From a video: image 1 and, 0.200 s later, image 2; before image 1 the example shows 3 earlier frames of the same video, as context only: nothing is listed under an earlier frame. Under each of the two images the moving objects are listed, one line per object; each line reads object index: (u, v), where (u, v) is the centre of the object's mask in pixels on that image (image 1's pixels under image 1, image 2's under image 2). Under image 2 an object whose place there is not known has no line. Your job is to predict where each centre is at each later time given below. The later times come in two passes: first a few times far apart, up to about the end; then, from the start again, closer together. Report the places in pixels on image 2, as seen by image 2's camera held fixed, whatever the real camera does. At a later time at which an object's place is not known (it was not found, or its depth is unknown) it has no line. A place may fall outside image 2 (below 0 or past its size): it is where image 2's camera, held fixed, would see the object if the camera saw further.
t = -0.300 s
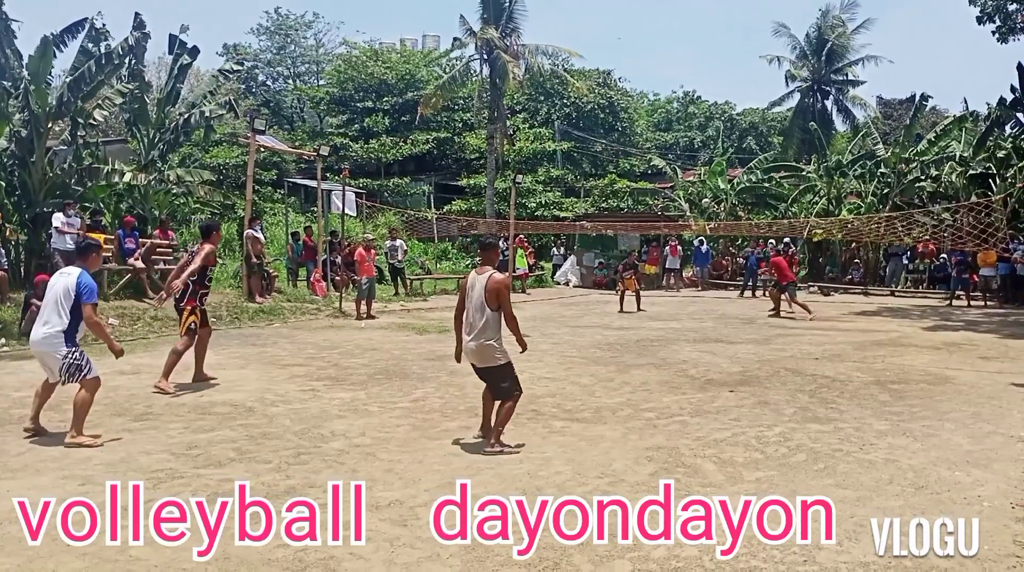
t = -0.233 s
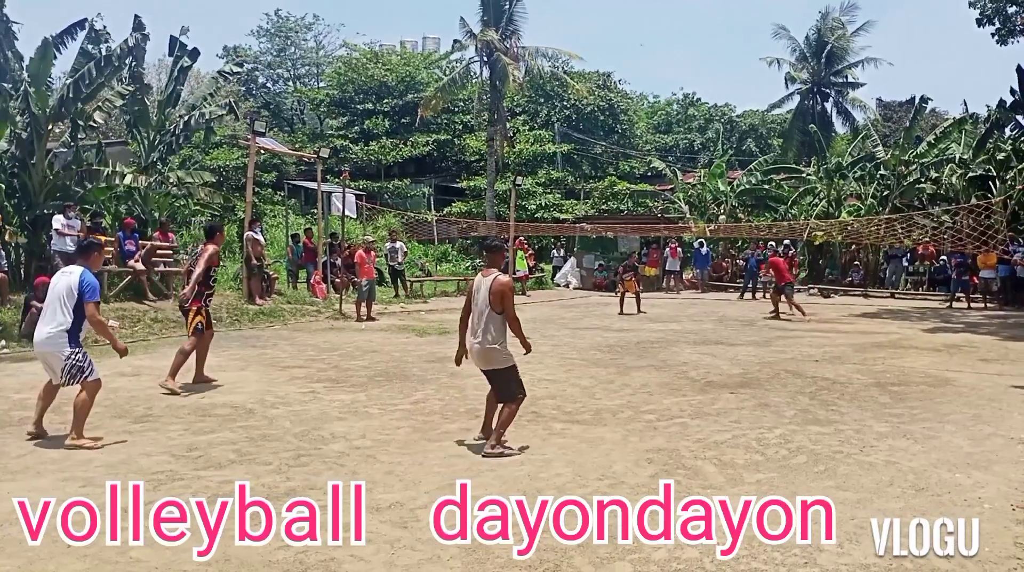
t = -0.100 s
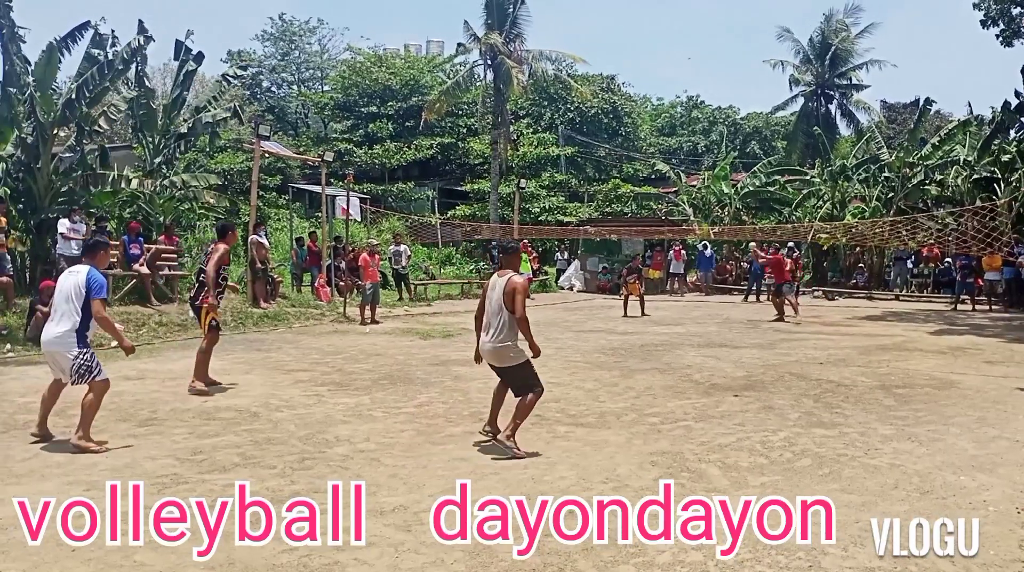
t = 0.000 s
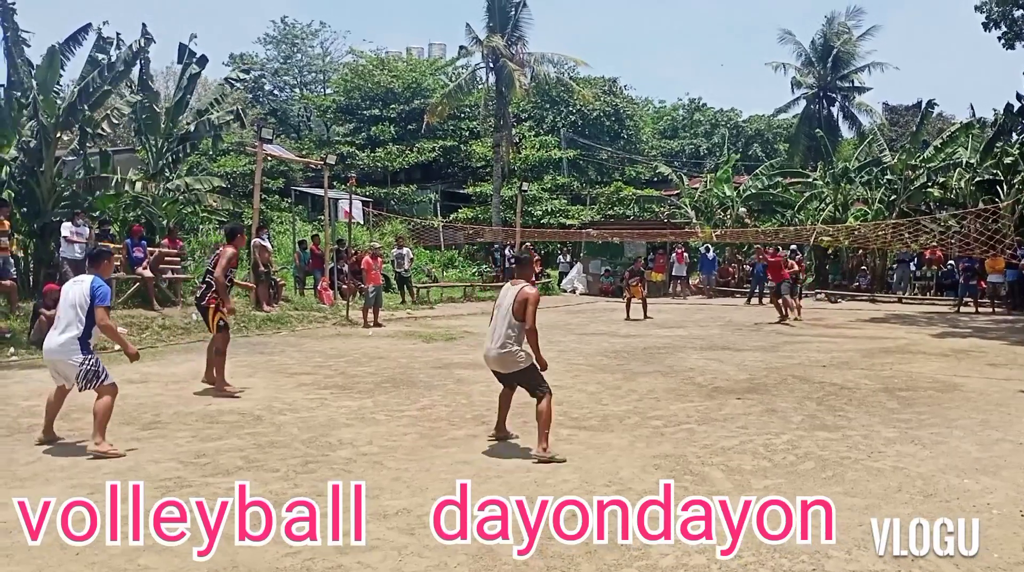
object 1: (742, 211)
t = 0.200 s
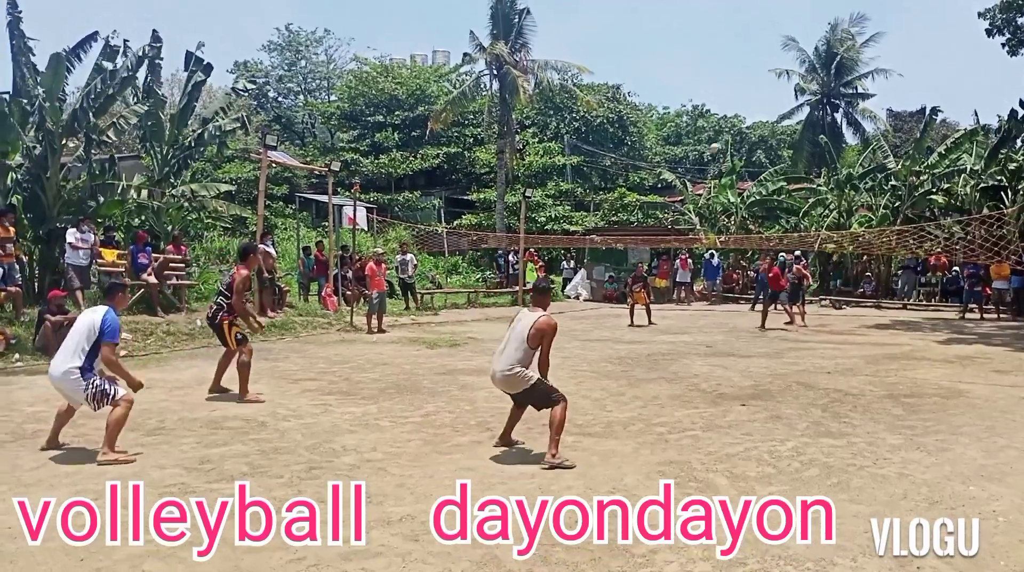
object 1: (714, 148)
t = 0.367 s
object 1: (680, 98)
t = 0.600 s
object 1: (623, 40)
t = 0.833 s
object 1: (549, 16)
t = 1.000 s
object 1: (480, 27)
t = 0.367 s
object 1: (680, 98)
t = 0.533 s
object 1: (641, 53)
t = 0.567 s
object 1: (633, 46)
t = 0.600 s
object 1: (623, 40)
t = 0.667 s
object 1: (604, 30)
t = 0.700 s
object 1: (594, 25)
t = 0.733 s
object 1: (584, 22)
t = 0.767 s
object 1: (573, 19)
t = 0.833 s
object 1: (549, 16)
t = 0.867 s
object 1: (537, 16)
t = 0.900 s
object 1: (524, 17)
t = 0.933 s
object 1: (510, 19)
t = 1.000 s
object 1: (480, 27)
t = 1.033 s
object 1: (463, 33)
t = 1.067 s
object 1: (445, 41)
